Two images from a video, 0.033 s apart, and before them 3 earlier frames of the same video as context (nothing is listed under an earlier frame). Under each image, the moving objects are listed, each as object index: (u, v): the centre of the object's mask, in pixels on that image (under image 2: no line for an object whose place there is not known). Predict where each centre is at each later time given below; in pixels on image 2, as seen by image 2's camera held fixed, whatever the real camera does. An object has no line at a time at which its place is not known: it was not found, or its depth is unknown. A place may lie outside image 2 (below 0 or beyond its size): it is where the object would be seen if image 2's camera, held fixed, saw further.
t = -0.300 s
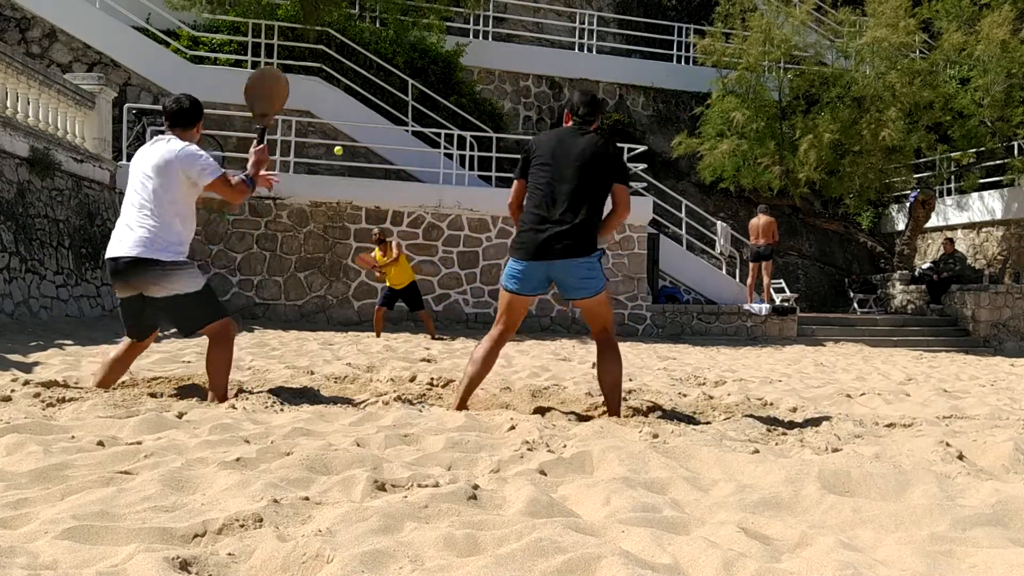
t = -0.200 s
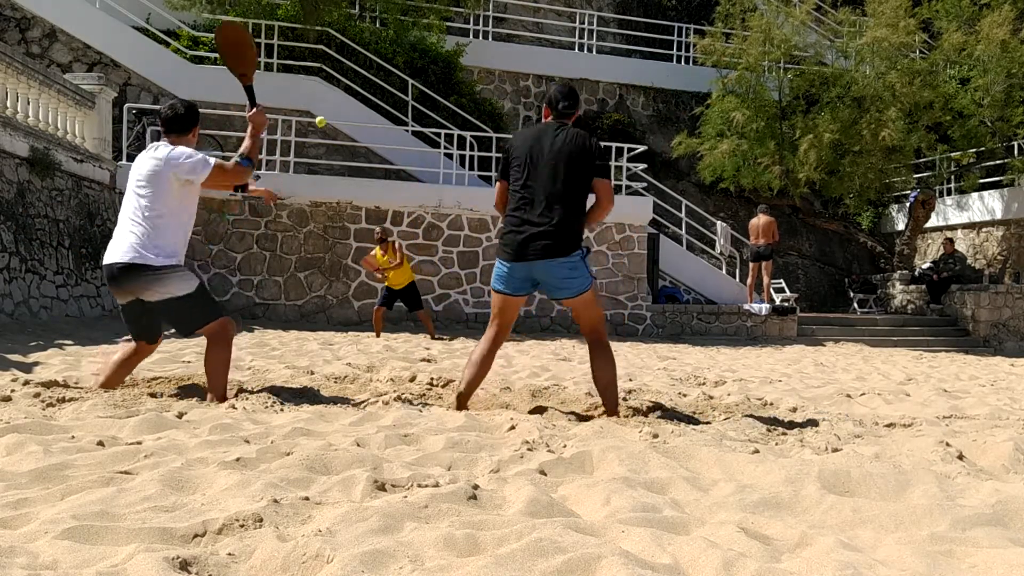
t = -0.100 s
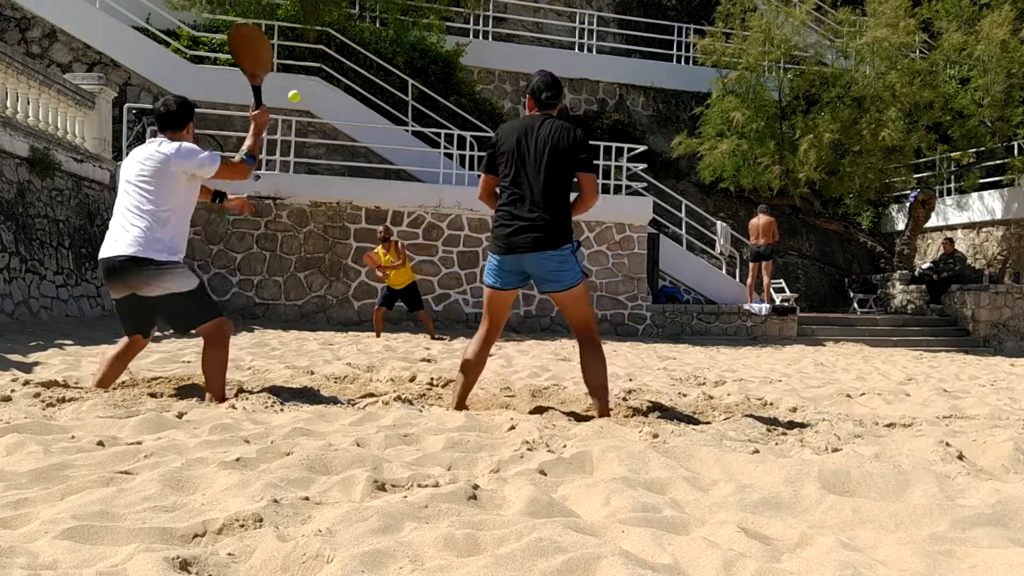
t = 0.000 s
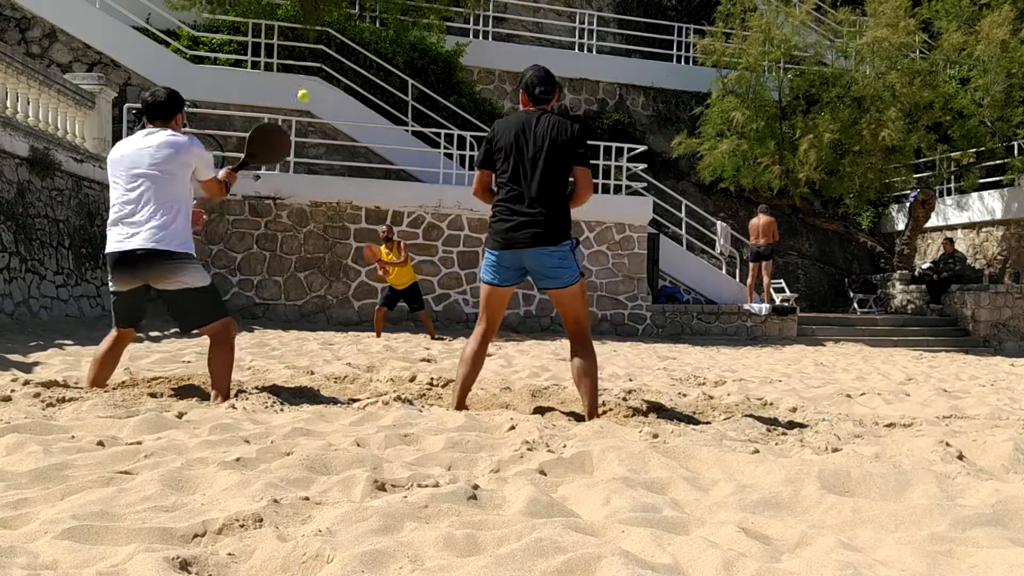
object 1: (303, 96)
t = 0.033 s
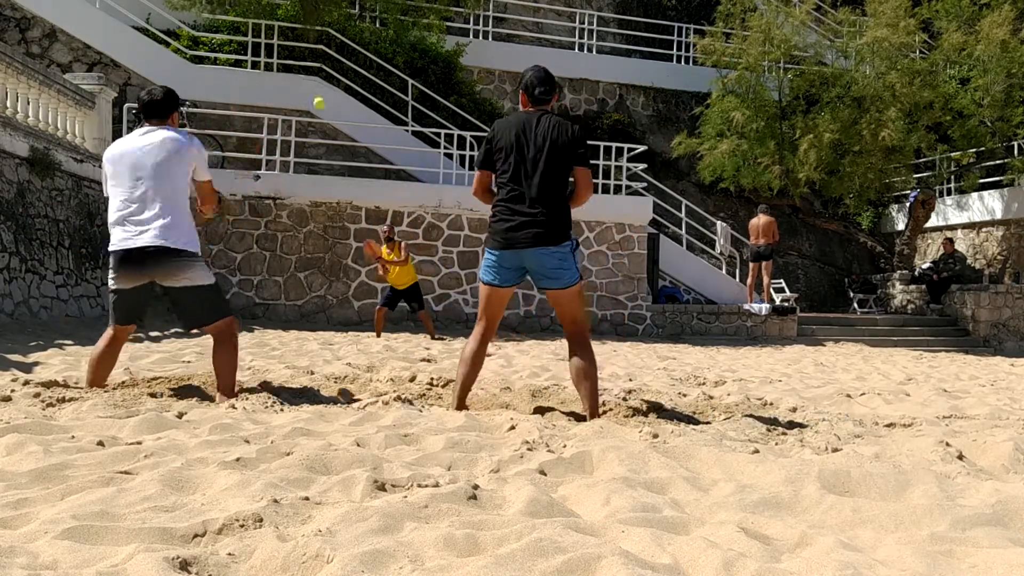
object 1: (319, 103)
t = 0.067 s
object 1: (332, 111)
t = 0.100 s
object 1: (343, 118)
